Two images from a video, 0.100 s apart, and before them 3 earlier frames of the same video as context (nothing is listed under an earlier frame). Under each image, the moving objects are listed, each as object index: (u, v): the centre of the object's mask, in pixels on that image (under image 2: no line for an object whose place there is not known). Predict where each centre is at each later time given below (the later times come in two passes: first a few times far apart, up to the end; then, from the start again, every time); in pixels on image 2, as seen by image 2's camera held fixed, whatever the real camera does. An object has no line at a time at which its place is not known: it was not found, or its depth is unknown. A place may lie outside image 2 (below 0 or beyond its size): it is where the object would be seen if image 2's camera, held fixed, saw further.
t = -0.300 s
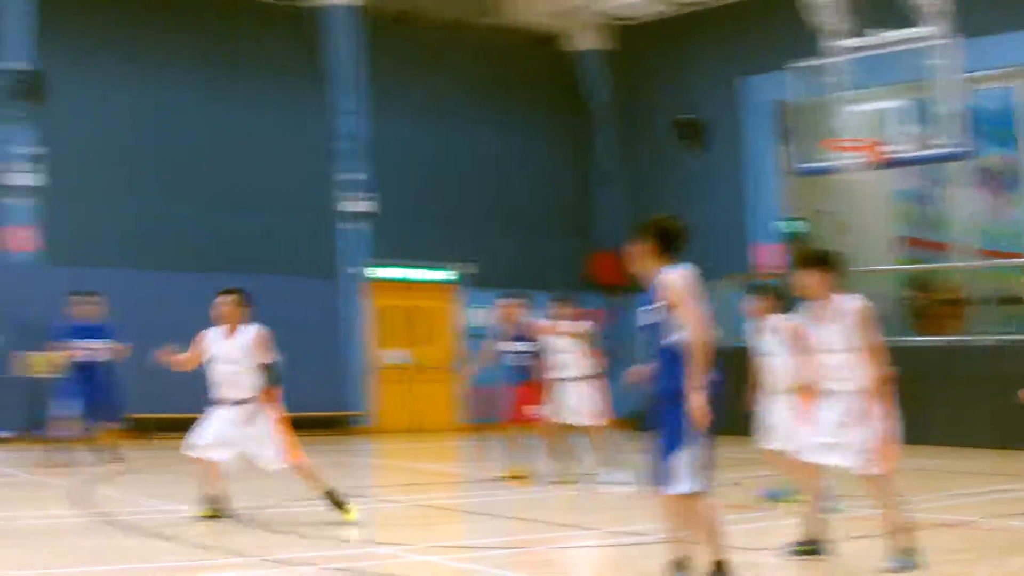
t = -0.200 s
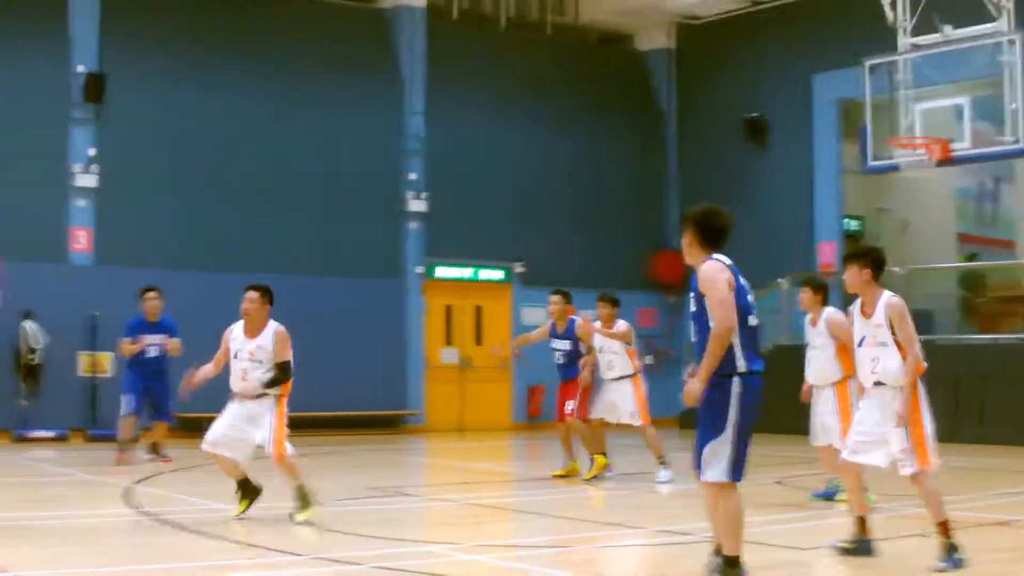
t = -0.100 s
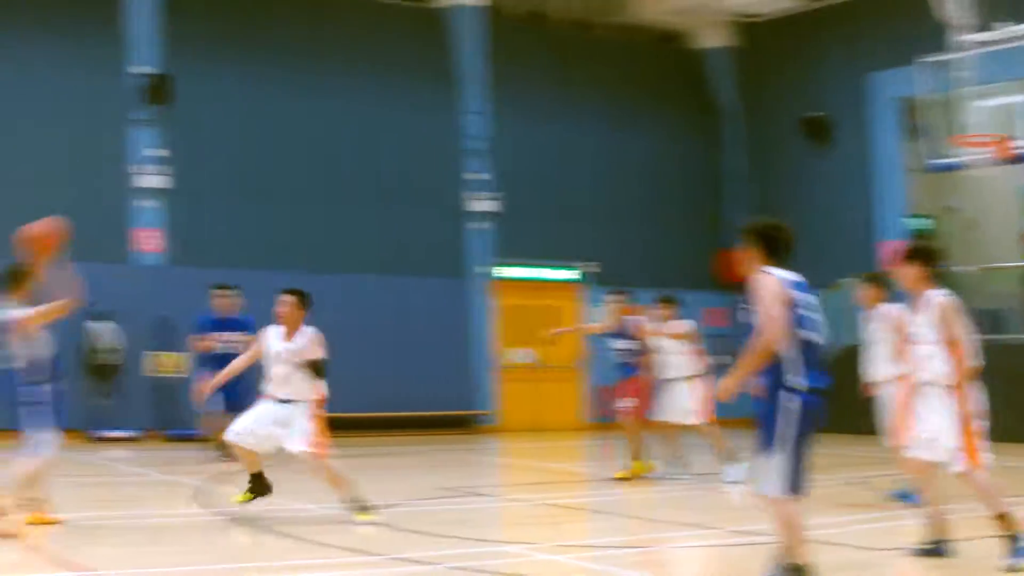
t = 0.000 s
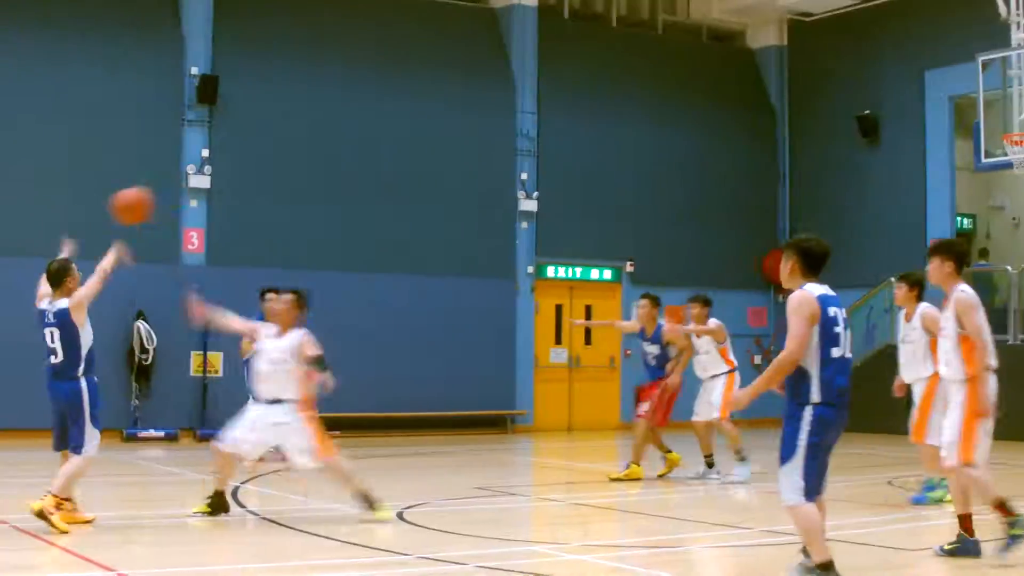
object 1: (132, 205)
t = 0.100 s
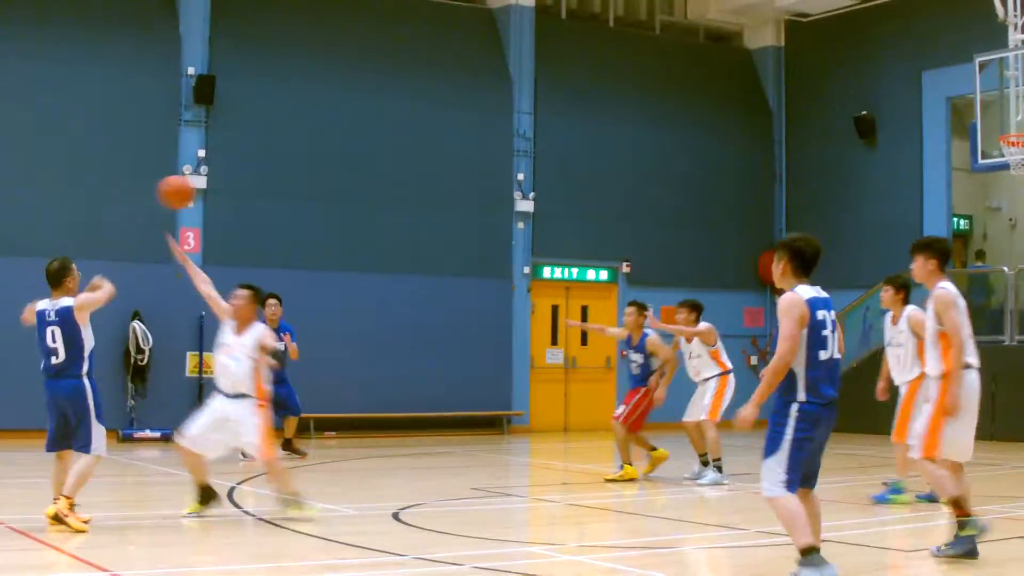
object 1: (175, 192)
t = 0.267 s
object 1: (240, 200)
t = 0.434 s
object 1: (287, 238)
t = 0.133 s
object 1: (190, 190)
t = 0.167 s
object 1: (207, 191)
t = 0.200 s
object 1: (218, 193)
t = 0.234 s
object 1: (228, 196)
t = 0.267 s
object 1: (240, 200)
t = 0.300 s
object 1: (250, 206)
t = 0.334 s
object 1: (261, 213)
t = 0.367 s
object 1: (270, 220)
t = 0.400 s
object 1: (280, 229)
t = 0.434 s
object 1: (287, 238)
